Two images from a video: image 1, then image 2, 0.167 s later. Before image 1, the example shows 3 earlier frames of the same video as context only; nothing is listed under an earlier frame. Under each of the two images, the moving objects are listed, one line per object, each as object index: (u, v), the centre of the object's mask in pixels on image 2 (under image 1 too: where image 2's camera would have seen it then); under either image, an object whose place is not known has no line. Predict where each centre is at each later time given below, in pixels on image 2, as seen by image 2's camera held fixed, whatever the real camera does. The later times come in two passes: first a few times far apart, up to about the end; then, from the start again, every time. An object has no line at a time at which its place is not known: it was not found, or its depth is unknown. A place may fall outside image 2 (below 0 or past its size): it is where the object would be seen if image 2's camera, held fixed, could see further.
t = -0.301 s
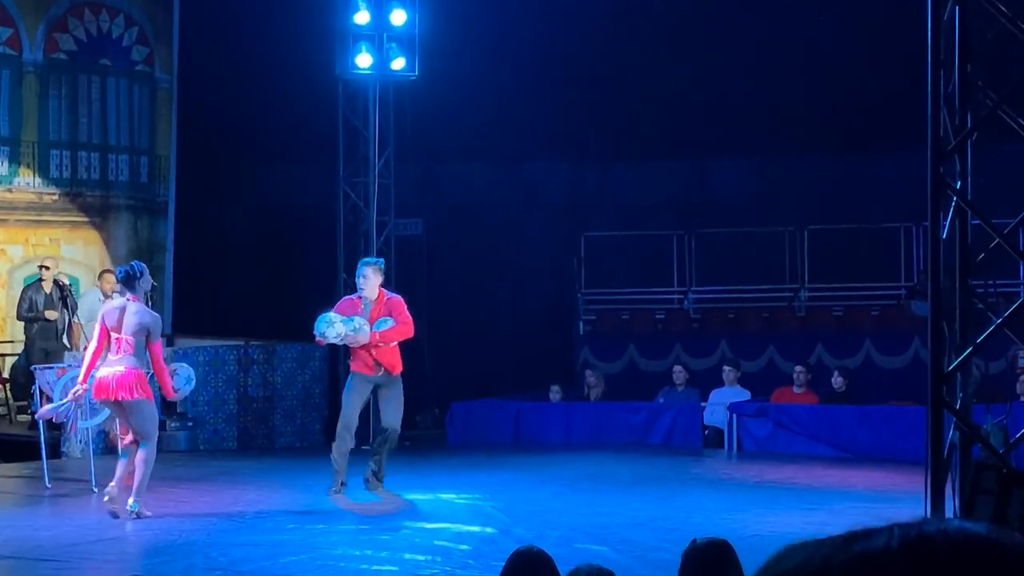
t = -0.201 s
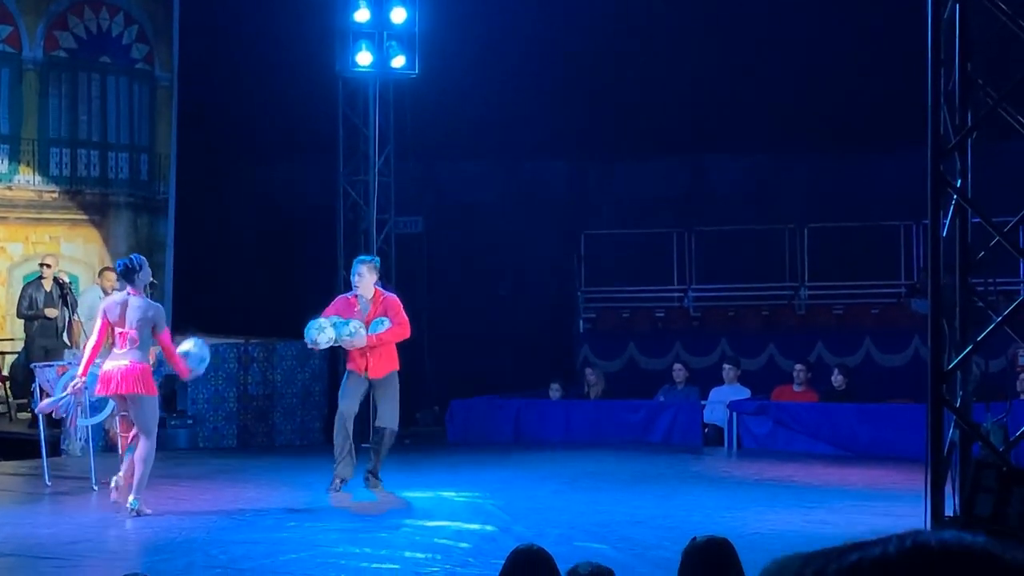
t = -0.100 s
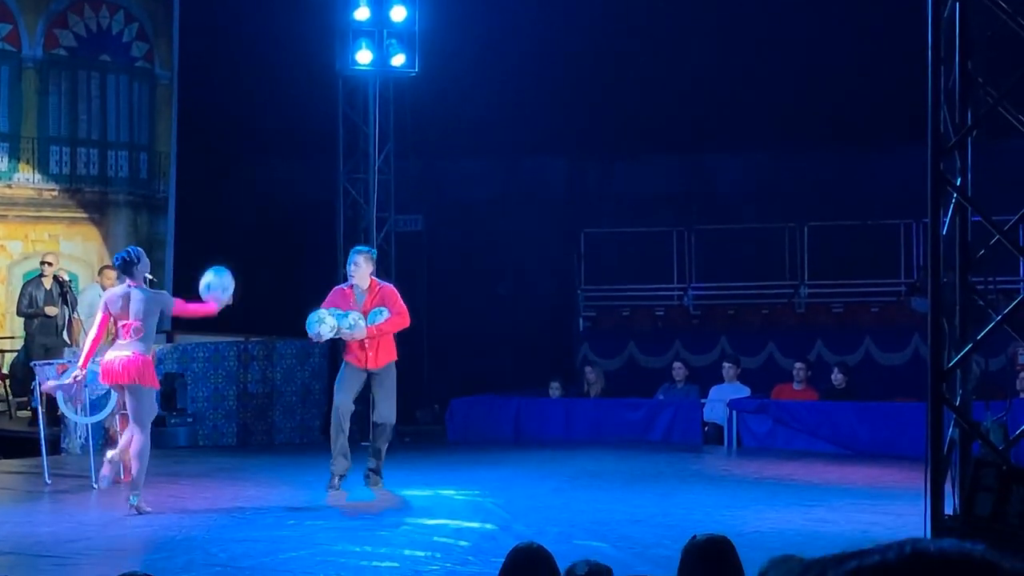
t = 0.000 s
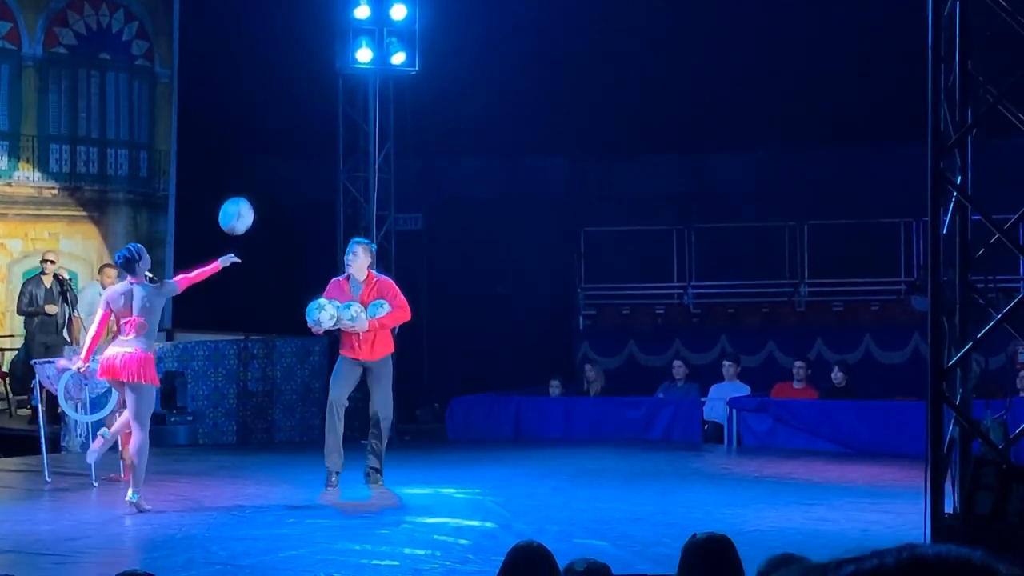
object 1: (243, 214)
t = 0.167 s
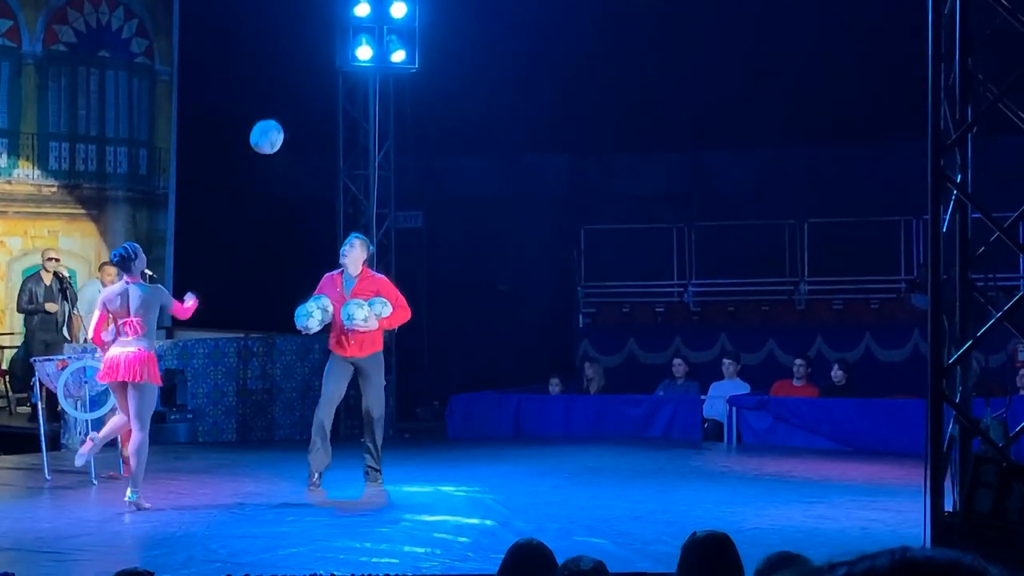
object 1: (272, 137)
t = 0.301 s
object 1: (295, 106)
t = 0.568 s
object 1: (335, 124)
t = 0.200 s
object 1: (278, 126)
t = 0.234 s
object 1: (283, 118)
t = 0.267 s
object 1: (289, 111)
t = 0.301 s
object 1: (295, 106)
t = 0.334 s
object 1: (300, 103)
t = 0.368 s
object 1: (306, 102)
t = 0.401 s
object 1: (311, 101)
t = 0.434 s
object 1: (318, 104)
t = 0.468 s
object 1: (322, 106)
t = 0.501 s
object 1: (326, 111)
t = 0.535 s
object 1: (331, 117)
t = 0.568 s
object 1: (335, 124)
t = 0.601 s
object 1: (339, 133)
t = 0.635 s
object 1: (346, 144)
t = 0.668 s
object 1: (351, 157)
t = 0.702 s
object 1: (356, 170)
